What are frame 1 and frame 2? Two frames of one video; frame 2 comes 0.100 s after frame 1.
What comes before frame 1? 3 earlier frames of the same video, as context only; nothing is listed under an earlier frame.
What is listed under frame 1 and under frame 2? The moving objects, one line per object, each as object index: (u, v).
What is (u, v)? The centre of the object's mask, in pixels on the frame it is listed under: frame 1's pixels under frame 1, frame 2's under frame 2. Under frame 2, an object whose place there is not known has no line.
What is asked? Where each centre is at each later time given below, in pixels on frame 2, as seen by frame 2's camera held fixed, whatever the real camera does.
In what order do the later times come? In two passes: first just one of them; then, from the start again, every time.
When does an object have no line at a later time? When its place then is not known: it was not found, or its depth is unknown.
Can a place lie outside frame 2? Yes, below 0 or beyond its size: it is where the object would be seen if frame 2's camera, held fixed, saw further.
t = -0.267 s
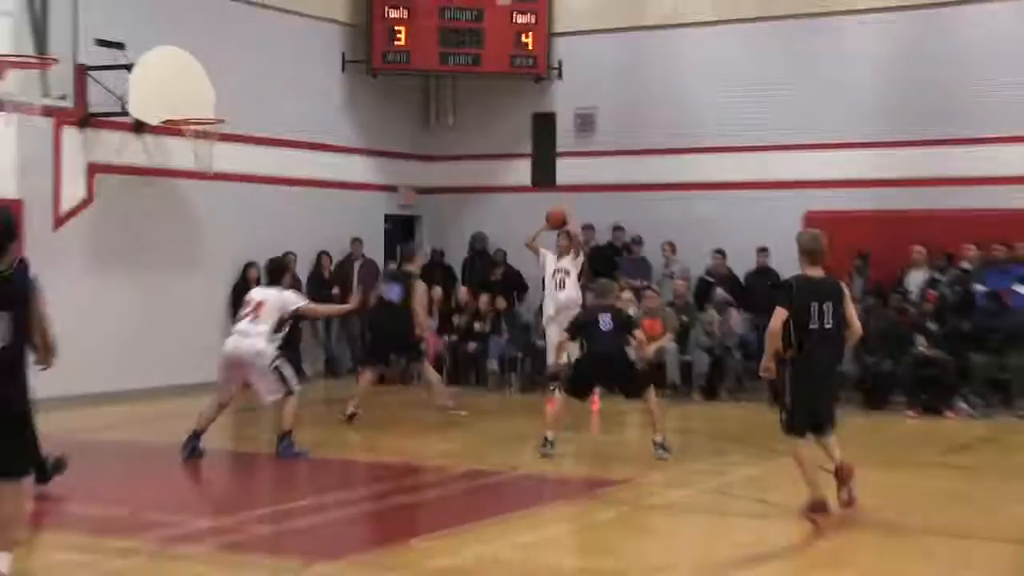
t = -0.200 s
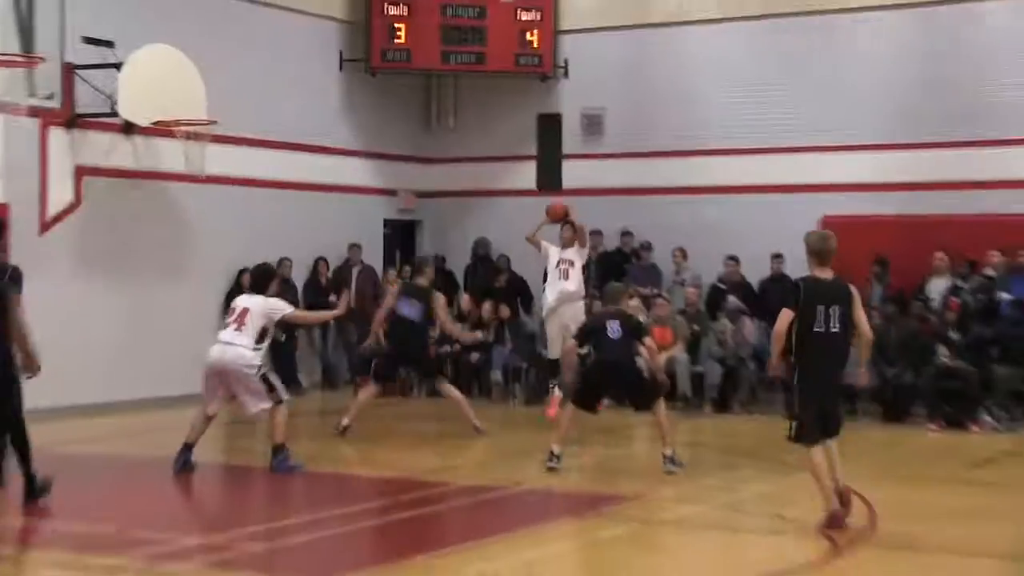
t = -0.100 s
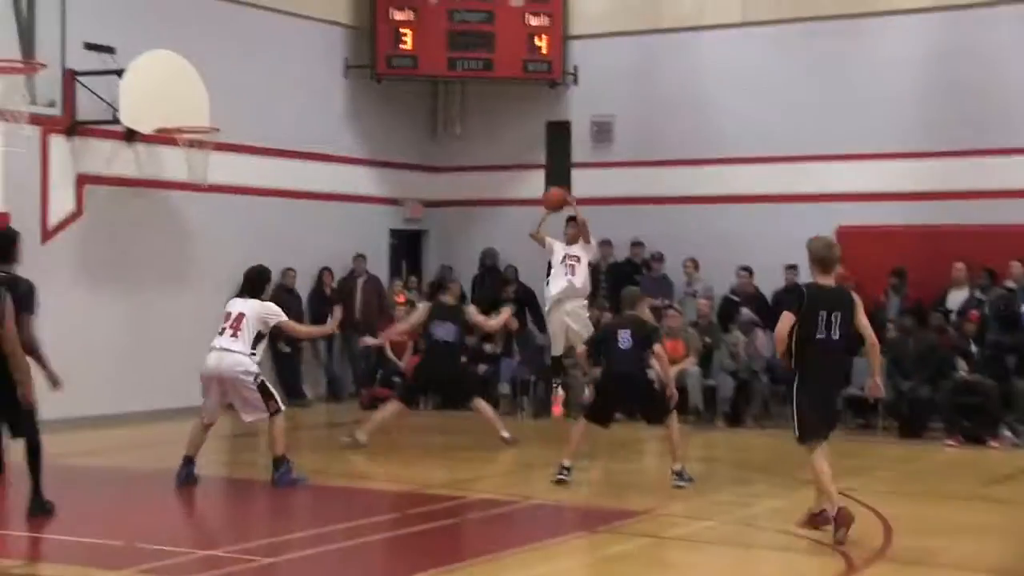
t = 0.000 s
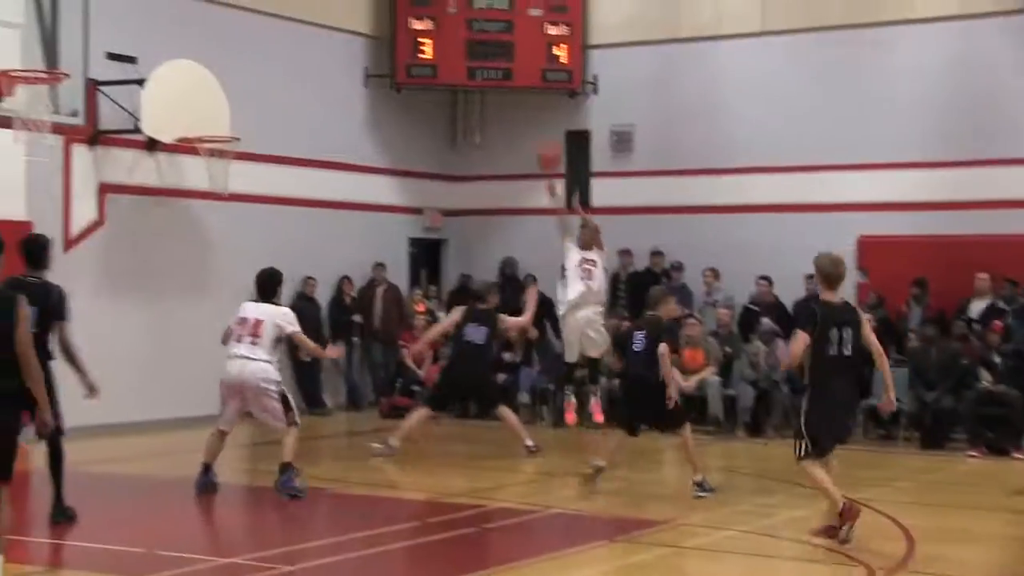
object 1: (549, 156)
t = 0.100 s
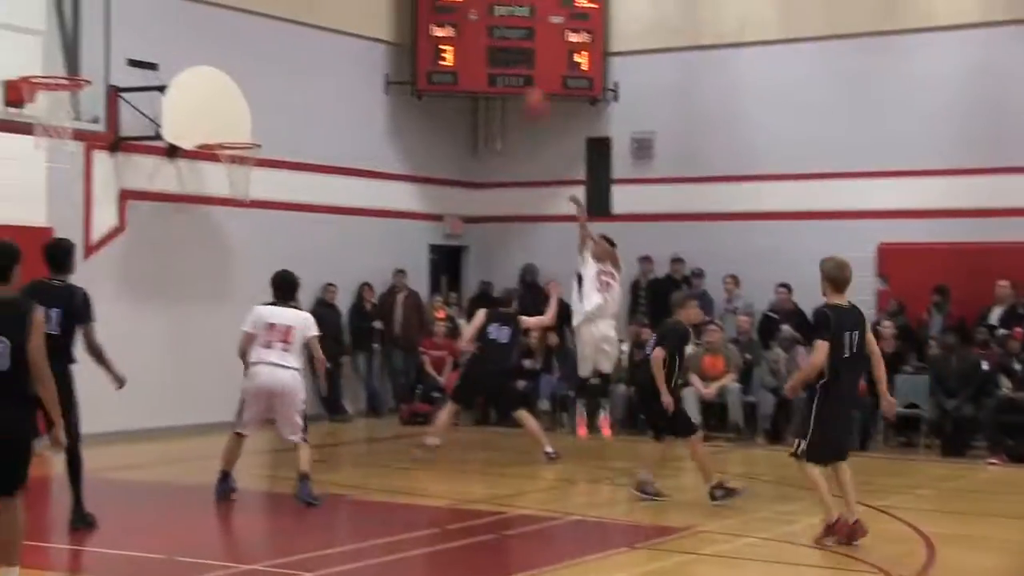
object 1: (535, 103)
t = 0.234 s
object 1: (487, 31)
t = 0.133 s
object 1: (524, 79)
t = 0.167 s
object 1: (512, 67)
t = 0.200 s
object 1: (500, 51)
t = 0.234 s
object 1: (487, 31)
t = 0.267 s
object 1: (476, 21)
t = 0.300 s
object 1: (464, 8)
